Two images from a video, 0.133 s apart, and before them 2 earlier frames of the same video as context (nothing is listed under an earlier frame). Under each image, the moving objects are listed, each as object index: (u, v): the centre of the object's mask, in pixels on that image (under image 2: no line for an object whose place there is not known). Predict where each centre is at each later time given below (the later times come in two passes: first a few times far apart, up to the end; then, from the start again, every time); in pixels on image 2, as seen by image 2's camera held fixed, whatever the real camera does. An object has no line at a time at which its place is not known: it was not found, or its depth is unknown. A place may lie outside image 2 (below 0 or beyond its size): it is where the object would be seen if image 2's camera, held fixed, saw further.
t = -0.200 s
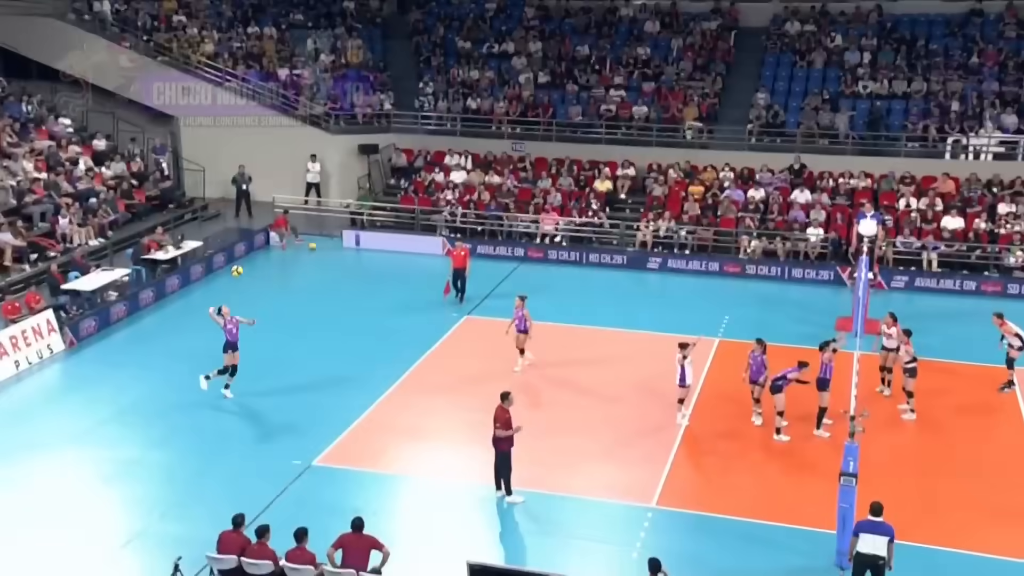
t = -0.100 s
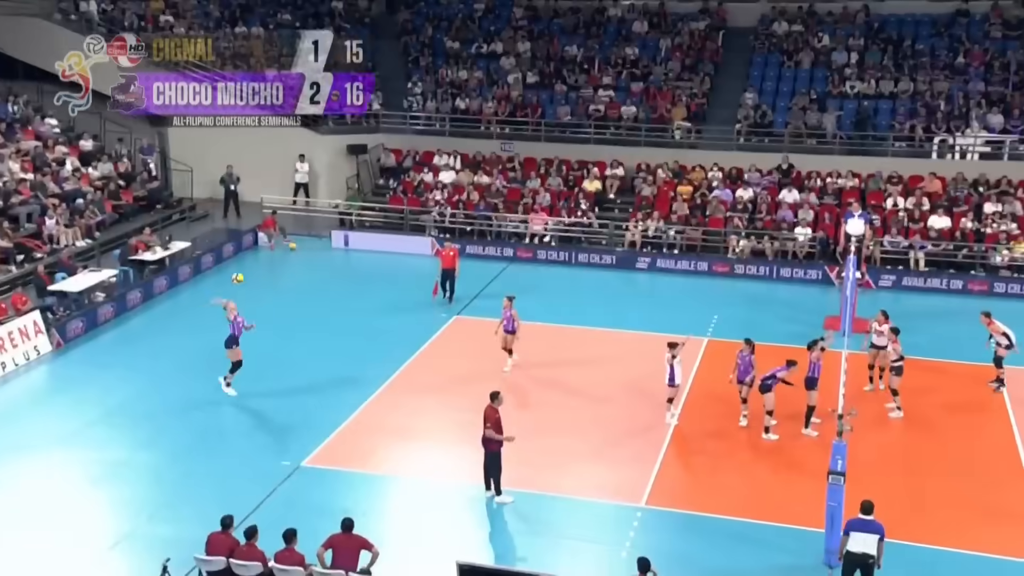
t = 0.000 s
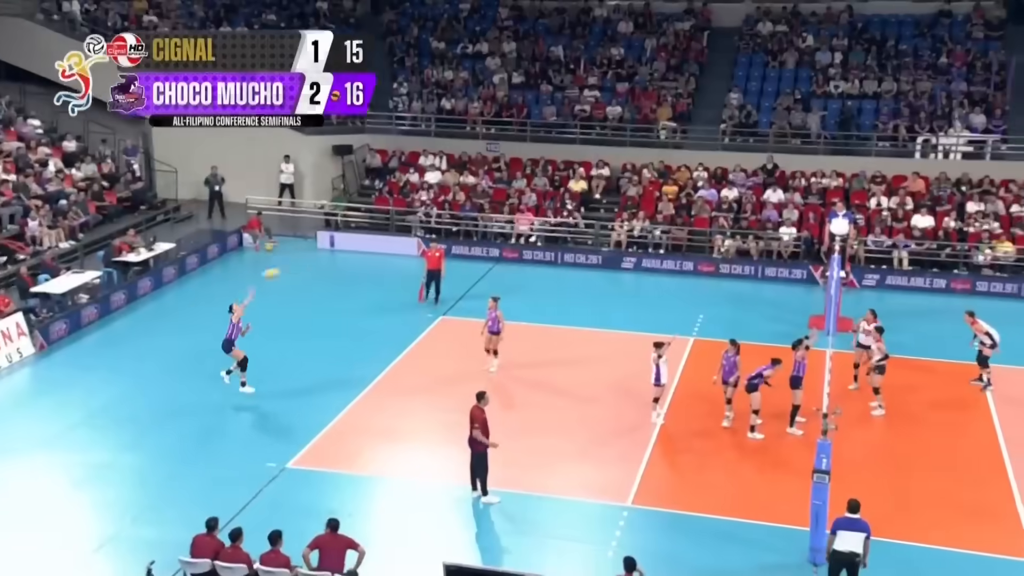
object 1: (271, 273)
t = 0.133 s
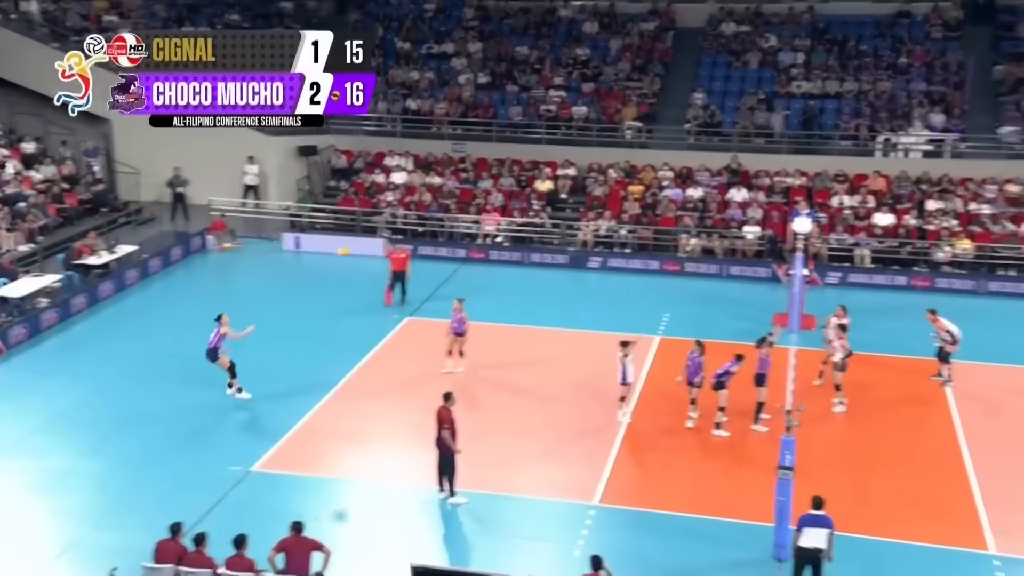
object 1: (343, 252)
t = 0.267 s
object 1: (449, 234)
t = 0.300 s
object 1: (475, 231)
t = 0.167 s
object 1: (371, 246)
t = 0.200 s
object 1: (398, 241)
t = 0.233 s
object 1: (423, 237)
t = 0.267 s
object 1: (449, 234)
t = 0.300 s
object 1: (475, 231)
